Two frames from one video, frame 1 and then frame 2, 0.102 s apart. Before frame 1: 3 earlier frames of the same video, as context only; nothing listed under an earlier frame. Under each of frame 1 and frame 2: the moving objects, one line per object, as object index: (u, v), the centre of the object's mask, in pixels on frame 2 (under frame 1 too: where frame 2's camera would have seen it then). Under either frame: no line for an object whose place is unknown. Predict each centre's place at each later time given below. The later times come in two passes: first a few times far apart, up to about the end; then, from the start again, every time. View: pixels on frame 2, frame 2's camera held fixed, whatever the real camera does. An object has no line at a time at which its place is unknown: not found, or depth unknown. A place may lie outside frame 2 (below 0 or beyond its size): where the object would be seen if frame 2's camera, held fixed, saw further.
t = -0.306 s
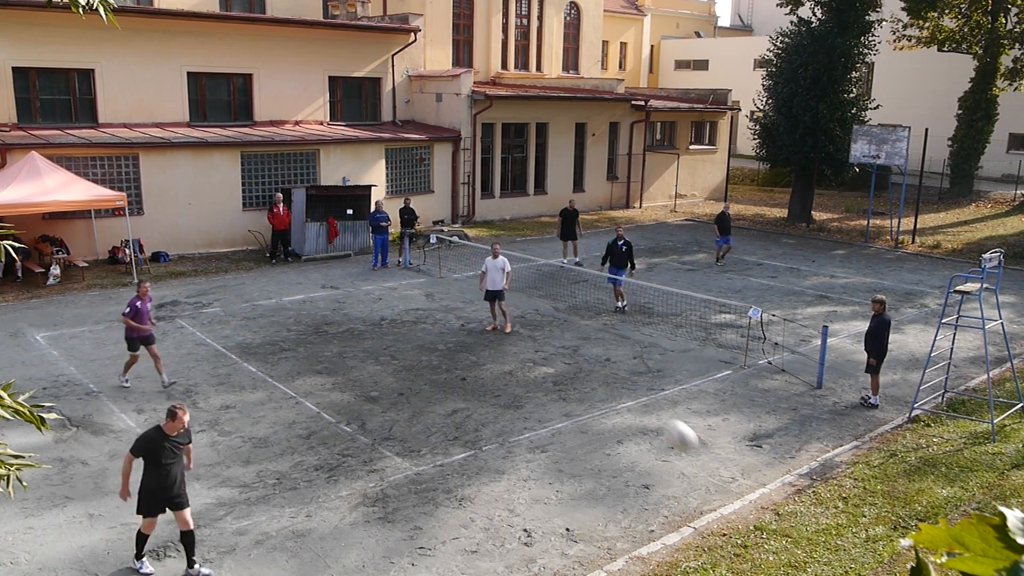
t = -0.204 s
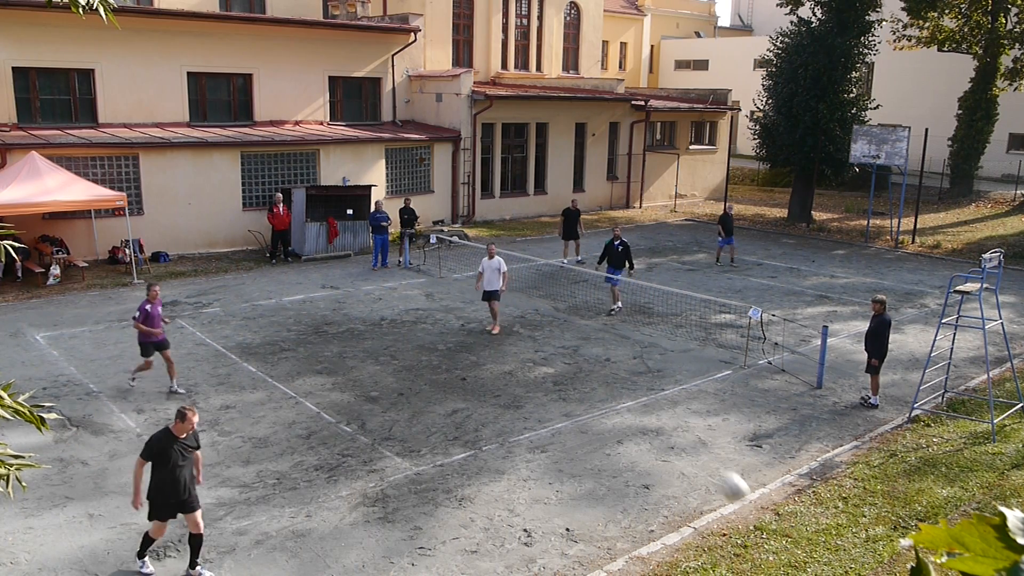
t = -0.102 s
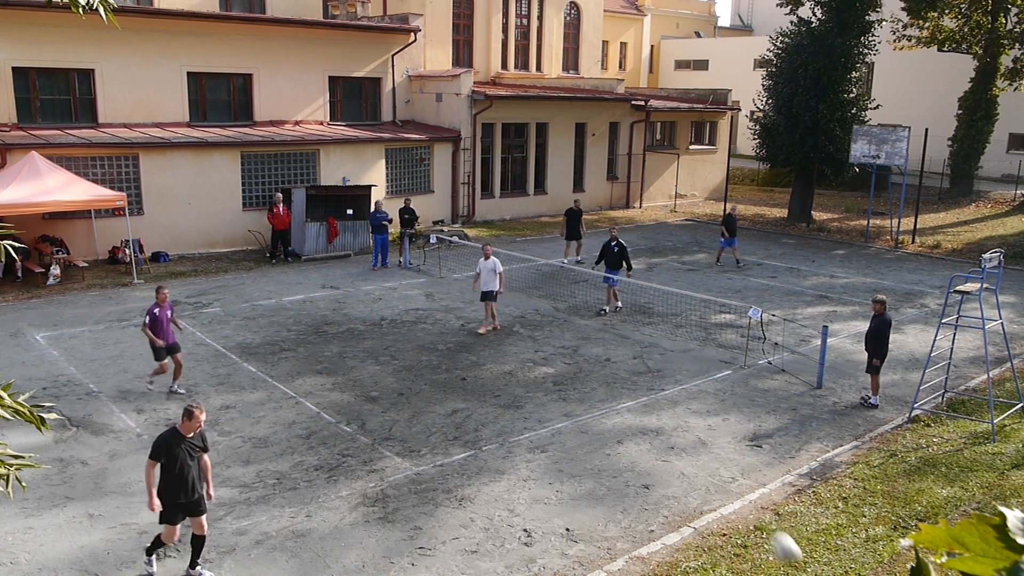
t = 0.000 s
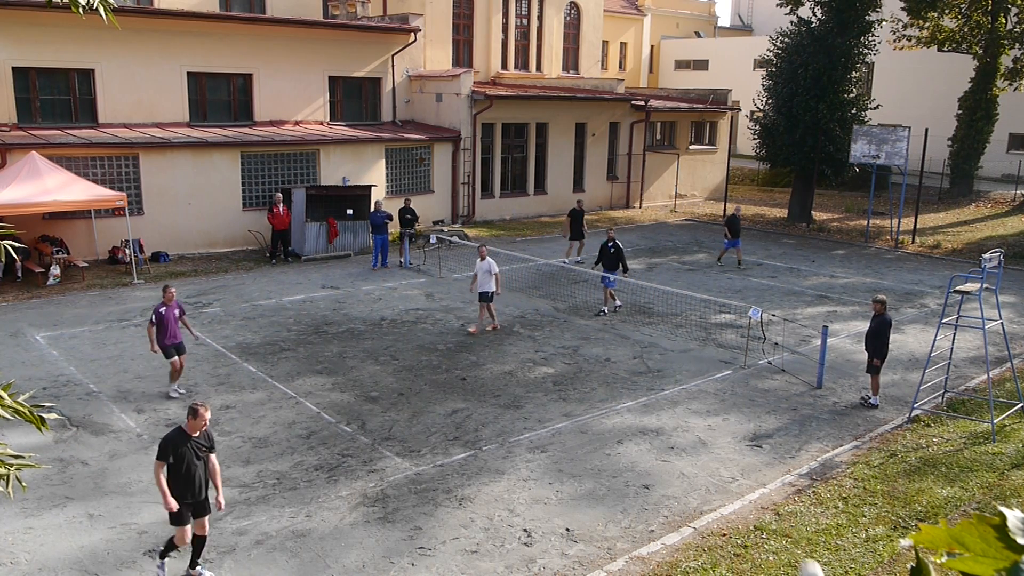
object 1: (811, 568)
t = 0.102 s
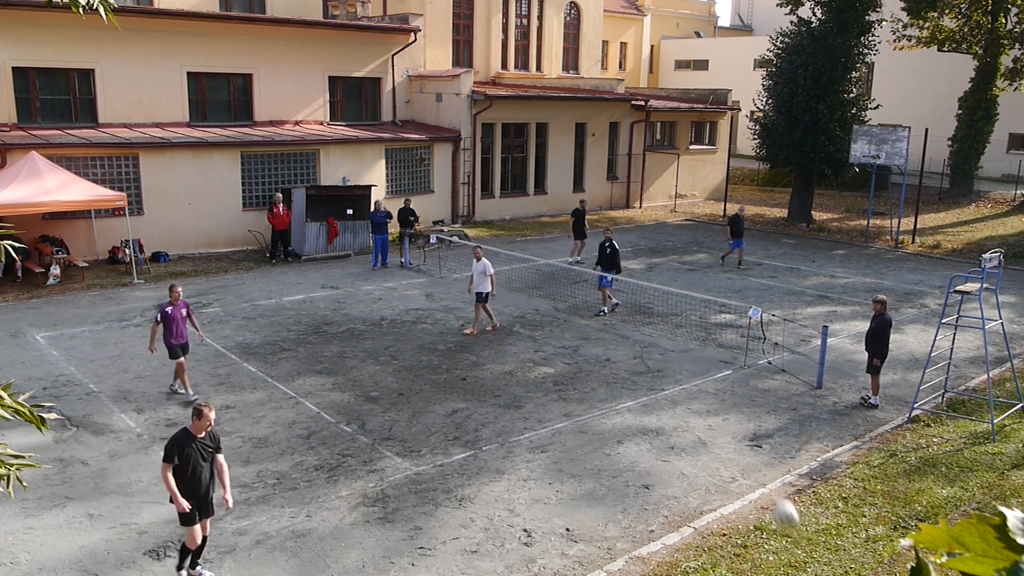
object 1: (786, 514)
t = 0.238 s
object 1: (752, 452)
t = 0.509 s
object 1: (691, 390)
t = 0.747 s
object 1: (646, 389)
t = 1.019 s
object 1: (602, 434)
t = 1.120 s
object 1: (598, 402)
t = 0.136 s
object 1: (777, 497)
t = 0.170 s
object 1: (769, 479)
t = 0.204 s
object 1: (760, 466)
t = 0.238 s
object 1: (752, 452)
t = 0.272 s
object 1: (744, 440)
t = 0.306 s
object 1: (736, 430)
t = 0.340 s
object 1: (728, 420)
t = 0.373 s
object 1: (720, 411)
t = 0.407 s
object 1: (713, 405)
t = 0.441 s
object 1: (706, 398)
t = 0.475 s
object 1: (698, 394)
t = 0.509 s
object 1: (691, 390)
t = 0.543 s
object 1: (685, 387)
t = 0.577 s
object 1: (677, 385)
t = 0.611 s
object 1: (671, 384)
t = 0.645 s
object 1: (664, 384)
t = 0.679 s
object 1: (658, 384)
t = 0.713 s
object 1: (652, 386)
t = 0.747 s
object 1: (646, 389)
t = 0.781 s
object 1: (640, 392)
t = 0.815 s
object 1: (634, 396)
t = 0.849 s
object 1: (628, 401)
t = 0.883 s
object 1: (623, 405)
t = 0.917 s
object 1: (618, 412)
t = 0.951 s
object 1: (612, 419)
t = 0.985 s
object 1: (608, 425)
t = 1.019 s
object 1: (602, 434)
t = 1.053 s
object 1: (601, 426)
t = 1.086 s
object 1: (600, 412)
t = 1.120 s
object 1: (598, 402)
